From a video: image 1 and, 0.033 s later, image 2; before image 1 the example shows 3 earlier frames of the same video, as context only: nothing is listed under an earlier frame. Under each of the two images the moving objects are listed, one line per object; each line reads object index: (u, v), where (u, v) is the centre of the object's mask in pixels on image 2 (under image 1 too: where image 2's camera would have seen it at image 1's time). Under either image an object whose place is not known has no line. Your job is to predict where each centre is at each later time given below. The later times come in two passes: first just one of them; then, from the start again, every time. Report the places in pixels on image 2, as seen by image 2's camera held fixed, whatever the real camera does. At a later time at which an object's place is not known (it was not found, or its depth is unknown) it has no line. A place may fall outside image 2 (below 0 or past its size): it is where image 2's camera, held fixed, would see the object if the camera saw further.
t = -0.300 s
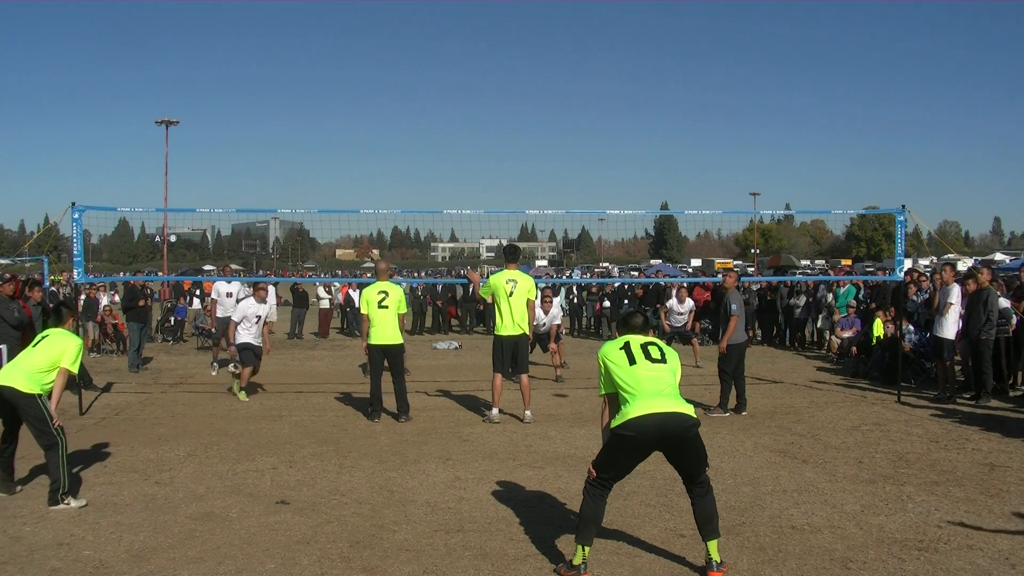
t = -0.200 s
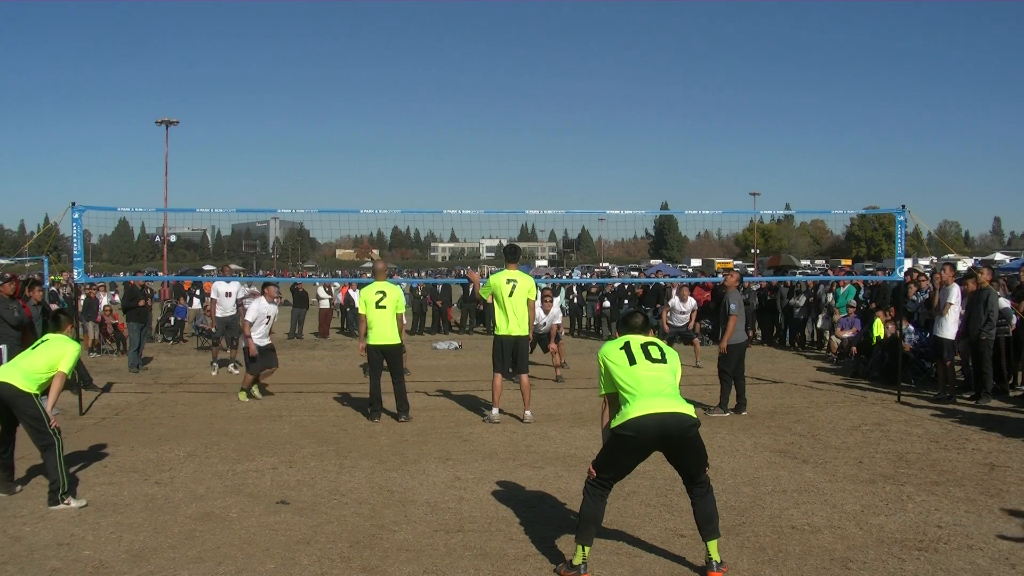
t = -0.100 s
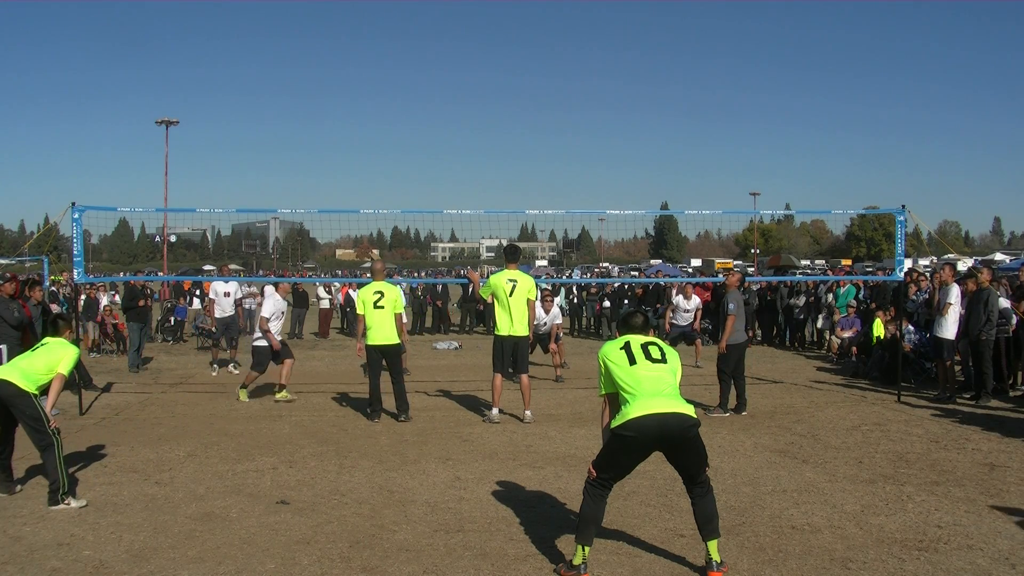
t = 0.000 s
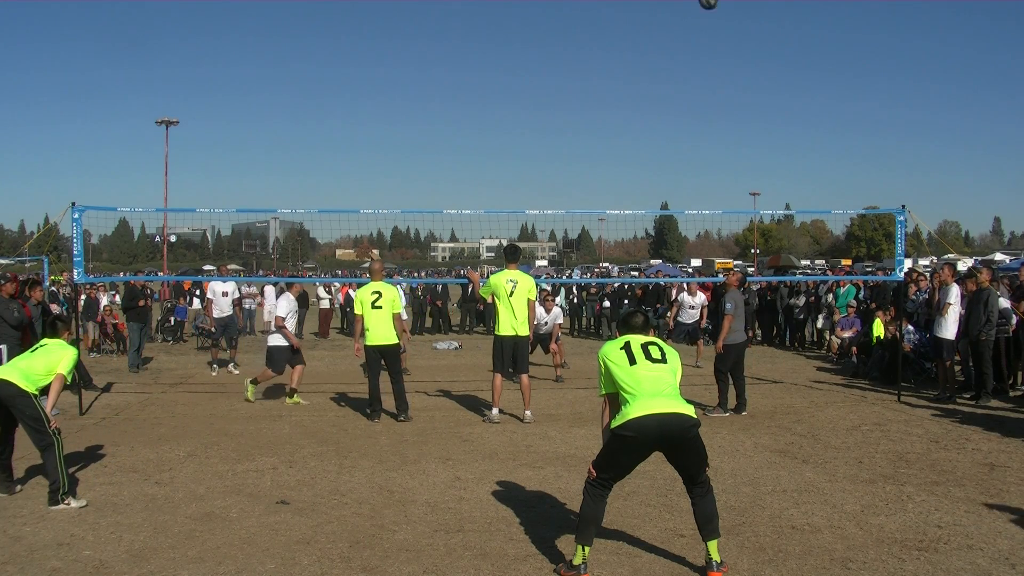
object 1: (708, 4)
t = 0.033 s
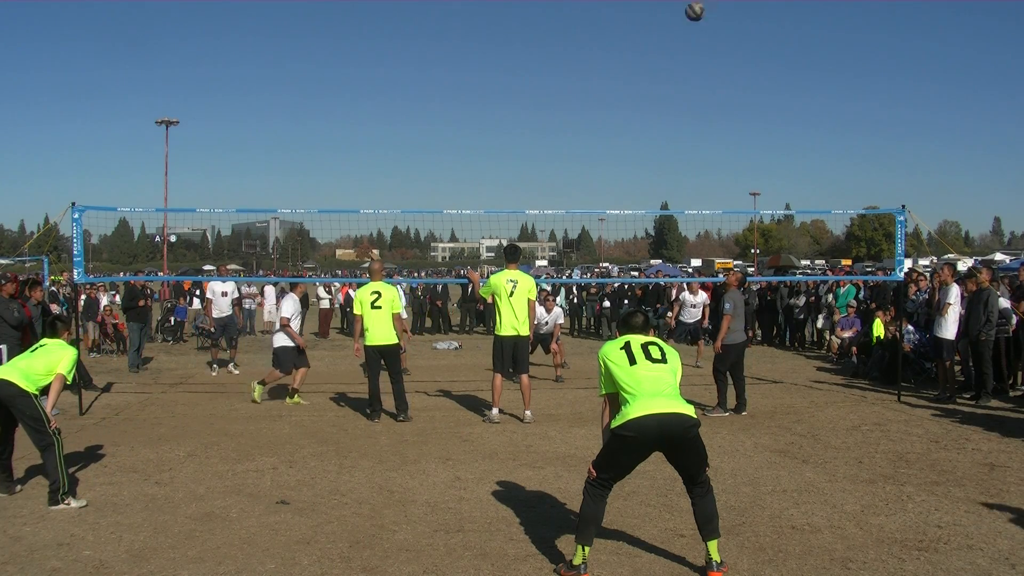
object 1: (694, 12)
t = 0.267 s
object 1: (618, 103)
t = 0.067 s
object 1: (681, 24)
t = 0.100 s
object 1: (669, 36)
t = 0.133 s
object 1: (657, 49)
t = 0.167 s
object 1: (647, 62)
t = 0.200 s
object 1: (636, 76)
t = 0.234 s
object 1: (627, 89)
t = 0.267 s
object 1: (618, 103)
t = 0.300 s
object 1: (610, 117)
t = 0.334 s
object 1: (602, 131)
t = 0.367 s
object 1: (595, 146)
